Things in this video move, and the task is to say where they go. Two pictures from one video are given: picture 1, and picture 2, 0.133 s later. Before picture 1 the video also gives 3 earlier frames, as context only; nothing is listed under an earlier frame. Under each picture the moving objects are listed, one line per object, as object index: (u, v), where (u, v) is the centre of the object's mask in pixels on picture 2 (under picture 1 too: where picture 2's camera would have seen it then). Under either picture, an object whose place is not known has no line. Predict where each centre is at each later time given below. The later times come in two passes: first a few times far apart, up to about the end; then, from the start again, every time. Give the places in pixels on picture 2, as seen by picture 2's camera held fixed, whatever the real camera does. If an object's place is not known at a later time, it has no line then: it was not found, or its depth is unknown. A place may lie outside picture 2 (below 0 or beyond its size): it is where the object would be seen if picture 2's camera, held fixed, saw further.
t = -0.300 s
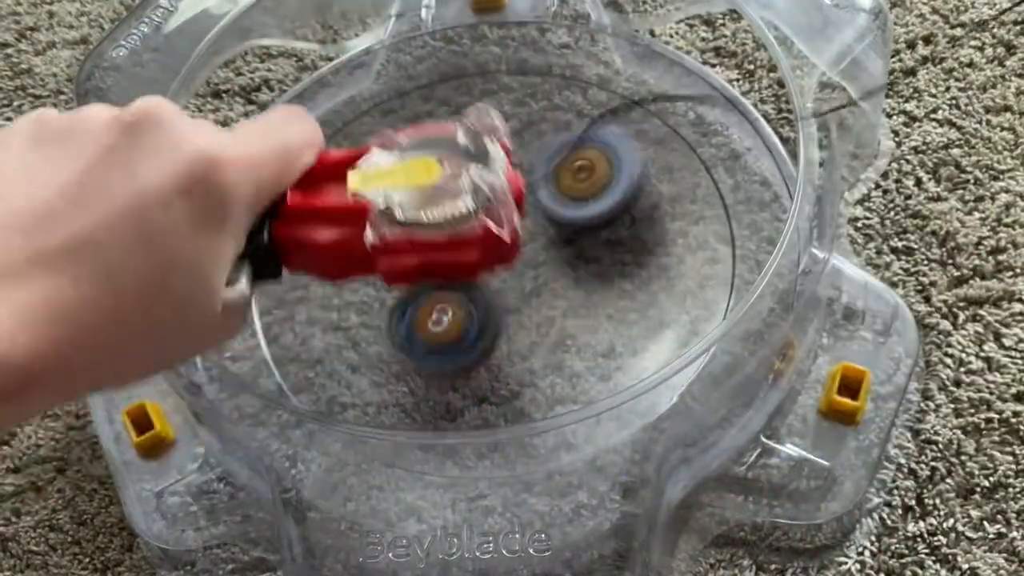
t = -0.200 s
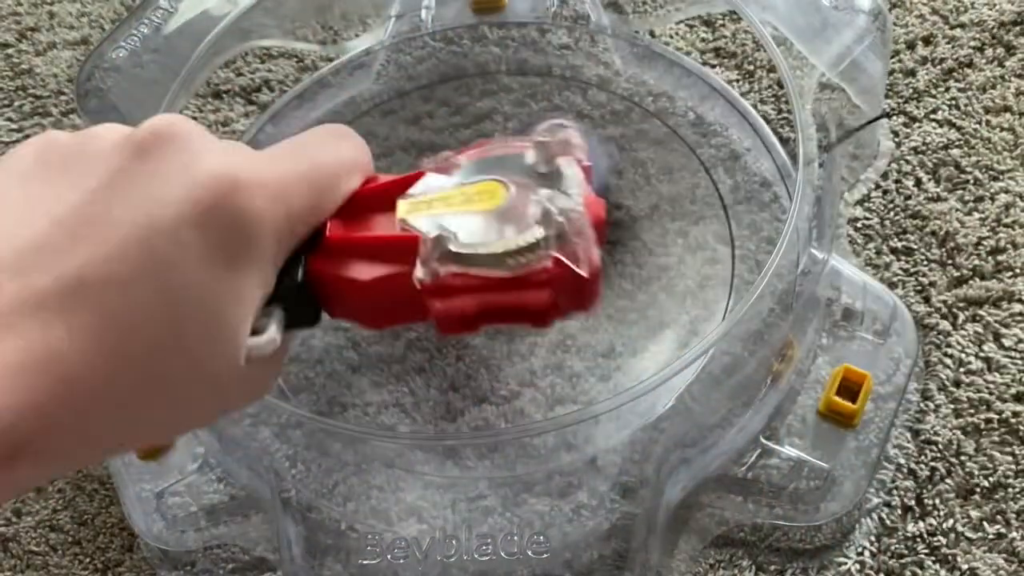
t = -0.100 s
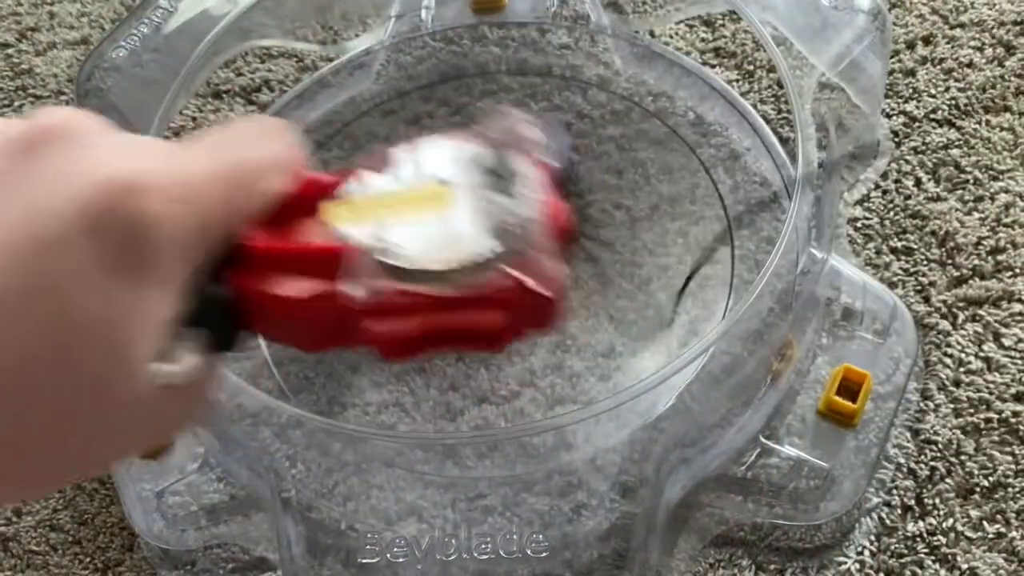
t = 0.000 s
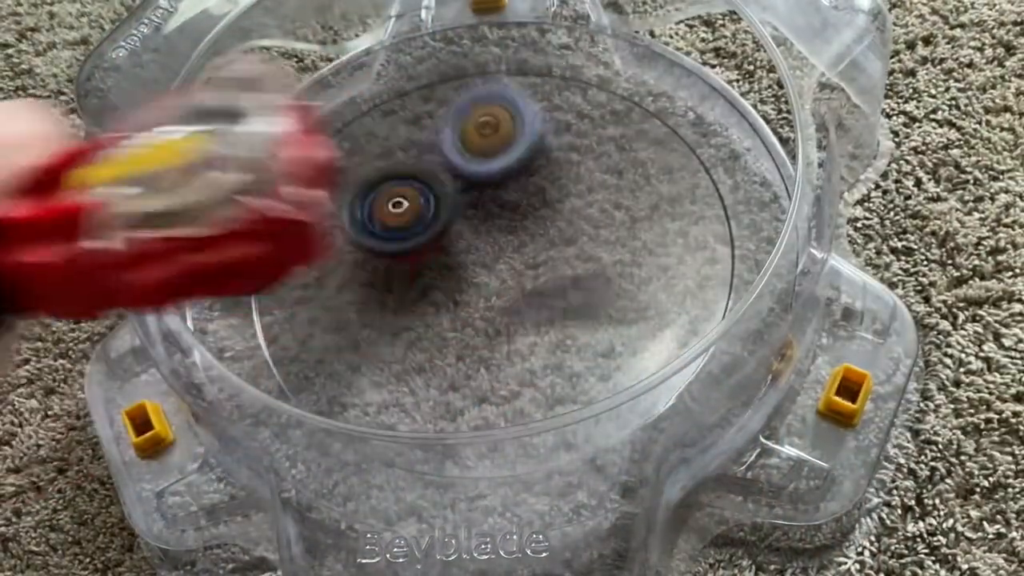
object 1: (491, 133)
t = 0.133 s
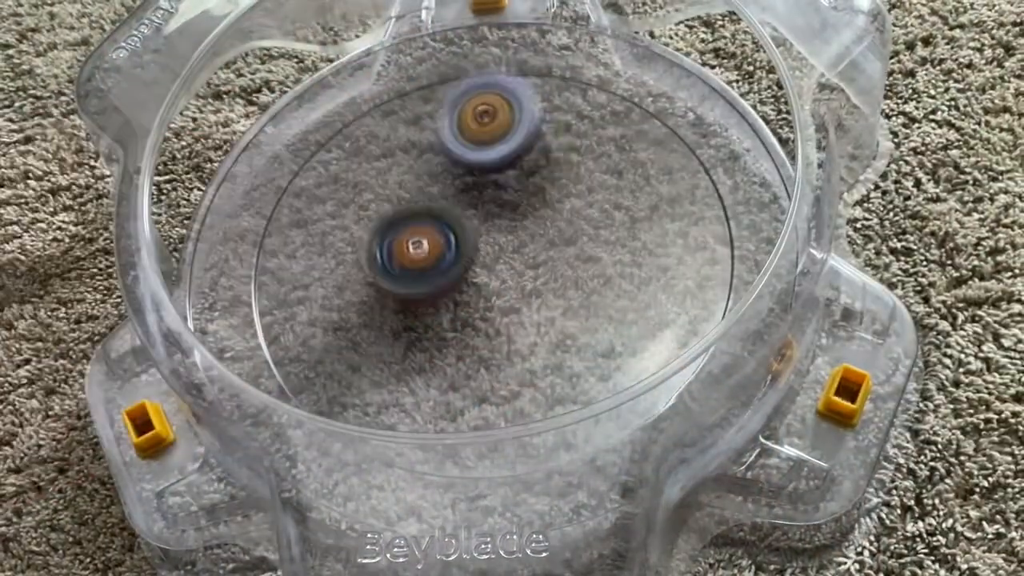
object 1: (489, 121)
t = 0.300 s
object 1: (522, 132)
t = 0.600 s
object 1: (467, 200)
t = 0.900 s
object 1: (449, 301)
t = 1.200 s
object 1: (441, 354)
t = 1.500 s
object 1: (343, 253)
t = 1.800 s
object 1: (584, 232)
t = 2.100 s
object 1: (659, 210)
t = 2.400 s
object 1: (400, 145)
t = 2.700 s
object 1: (450, 200)
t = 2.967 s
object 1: (559, 202)
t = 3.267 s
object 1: (515, 265)
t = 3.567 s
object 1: (458, 156)
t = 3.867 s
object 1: (411, 291)
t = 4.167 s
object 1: (327, 199)
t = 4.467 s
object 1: (318, 225)
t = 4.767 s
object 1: (316, 220)
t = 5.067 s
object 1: (538, 270)
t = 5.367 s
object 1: (506, 403)
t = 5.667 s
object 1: (399, 296)
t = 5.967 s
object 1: (602, 176)
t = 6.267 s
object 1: (667, 273)
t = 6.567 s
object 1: (465, 264)
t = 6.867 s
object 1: (469, 136)
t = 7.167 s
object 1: (565, 146)
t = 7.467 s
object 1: (452, 280)
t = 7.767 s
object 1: (352, 260)
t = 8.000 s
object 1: (386, 196)
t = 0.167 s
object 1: (495, 123)
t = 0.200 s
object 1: (501, 125)
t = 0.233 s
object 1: (511, 127)
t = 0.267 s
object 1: (516, 128)
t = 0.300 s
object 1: (522, 132)
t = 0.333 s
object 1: (526, 137)
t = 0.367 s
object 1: (526, 141)
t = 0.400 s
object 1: (526, 150)
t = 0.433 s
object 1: (523, 157)
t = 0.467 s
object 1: (517, 164)
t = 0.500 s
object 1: (510, 174)
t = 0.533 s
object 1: (497, 184)
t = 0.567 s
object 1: (484, 192)
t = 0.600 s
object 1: (467, 200)
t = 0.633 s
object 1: (448, 204)
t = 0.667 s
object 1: (428, 207)
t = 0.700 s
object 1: (407, 204)
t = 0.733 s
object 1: (390, 201)
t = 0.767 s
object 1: (400, 222)
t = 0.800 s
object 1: (416, 247)
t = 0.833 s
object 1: (431, 273)
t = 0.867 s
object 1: (436, 279)
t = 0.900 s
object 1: (449, 301)
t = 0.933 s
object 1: (458, 319)
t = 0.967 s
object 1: (466, 336)
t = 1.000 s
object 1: (470, 348)
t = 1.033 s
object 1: (471, 354)
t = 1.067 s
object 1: (471, 361)
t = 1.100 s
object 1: (468, 363)
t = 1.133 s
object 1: (461, 364)
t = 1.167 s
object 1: (452, 360)
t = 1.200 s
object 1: (441, 354)
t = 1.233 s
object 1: (428, 349)
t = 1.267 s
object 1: (417, 342)
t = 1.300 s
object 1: (403, 333)
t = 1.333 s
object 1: (388, 324)
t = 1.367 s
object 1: (372, 314)
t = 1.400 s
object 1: (356, 302)
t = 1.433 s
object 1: (347, 289)
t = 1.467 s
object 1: (340, 272)
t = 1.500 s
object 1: (343, 253)
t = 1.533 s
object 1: (354, 234)
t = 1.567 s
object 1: (373, 218)
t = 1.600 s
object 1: (398, 205)
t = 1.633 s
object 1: (429, 195)
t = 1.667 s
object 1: (461, 195)
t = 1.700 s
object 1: (495, 199)
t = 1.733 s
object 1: (528, 207)
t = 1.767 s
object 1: (558, 220)
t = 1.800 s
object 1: (584, 232)
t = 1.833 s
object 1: (606, 249)
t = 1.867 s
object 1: (623, 271)
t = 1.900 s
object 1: (634, 292)
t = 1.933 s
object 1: (639, 313)
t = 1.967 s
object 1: (705, 298)
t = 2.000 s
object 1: (744, 277)
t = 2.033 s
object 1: (718, 252)
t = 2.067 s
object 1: (692, 230)
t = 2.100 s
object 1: (659, 210)
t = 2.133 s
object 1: (624, 193)
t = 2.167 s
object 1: (589, 180)
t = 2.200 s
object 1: (555, 167)
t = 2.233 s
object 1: (520, 157)
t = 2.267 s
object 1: (491, 152)
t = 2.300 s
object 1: (462, 145)
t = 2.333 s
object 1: (437, 143)
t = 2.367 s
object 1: (417, 144)
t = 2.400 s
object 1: (400, 145)
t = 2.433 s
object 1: (390, 147)
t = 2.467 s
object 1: (383, 152)
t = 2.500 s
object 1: (381, 158)
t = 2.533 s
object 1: (384, 166)
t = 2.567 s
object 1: (391, 173)
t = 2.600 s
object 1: (402, 179)
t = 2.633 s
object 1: (417, 190)
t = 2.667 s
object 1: (434, 196)
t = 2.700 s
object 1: (450, 200)
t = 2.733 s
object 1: (469, 206)
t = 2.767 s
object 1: (486, 208)
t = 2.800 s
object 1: (501, 206)
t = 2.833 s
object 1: (516, 203)
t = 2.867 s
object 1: (529, 201)
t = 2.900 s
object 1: (540, 200)
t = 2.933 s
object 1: (550, 199)
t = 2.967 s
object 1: (559, 202)
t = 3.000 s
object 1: (565, 205)
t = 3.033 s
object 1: (569, 213)
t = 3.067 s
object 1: (570, 221)
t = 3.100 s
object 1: (569, 228)
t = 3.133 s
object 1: (563, 238)
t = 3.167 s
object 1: (555, 247)
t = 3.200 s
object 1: (543, 256)
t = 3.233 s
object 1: (530, 260)
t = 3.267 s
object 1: (515, 265)
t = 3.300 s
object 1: (497, 264)
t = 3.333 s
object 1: (480, 259)
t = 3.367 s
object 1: (463, 251)
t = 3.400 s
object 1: (449, 239)
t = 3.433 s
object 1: (440, 224)
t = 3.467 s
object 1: (436, 205)
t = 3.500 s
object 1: (438, 188)
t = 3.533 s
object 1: (445, 171)
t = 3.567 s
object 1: (458, 156)
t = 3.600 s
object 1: (476, 146)
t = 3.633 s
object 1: (485, 153)
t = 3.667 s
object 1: (482, 181)
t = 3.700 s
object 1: (479, 204)
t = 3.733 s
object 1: (473, 225)
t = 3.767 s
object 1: (462, 247)
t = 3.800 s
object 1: (447, 265)
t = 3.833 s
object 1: (431, 280)
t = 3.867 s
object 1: (411, 291)
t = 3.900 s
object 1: (391, 295)
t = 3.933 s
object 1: (372, 297)
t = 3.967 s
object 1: (354, 293)
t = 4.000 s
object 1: (337, 285)
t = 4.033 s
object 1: (322, 273)
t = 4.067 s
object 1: (313, 256)
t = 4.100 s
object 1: (312, 236)
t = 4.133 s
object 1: (314, 217)
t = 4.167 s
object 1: (327, 199)
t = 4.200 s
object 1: (344, 184)
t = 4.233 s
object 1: (368, 171)
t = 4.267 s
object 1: (397, 165)
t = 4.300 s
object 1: (428, 164)
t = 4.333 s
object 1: (460, 165)
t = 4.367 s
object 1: (439, 179)
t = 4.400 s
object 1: (392, 195)
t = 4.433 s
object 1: (352, 212)
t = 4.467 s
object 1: (318, 225)
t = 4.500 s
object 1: (296, 236)
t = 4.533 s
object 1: (280, 247)
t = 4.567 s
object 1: (272, 251)
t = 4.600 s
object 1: (269, 253)
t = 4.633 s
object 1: (270, 252)
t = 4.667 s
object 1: (276, 247)
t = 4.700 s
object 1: (284, 238)
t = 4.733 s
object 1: (299, 229)
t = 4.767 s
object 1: (316, 220)
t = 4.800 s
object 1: (340, 212)
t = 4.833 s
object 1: (366, 209)
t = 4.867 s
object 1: (396, 211)
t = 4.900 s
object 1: (424, 215)
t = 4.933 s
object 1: (453, 222)
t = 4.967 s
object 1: (476, 230)
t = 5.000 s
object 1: (500, 241)
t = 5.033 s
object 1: (520, 255)
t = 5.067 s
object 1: (538, 270)
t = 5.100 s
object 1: (553, 288)
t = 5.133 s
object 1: (563, 304)
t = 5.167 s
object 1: (569, 322)
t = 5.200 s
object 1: (569, 342)
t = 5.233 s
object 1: (564, 355)
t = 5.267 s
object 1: (551, 365)
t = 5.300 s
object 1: (537, 375)
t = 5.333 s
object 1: (523, 393)
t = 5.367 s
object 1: (506, 403)
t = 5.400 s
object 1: (485, 410)
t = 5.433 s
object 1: (461, 413)
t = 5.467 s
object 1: (438, 411)
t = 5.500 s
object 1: (415, 402)
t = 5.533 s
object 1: (399, 382)
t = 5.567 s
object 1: (388, 368)
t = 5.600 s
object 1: (384, 346)
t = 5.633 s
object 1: (390, 321)
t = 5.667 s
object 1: (399, 296)
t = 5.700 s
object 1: (410, 274)
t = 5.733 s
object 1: (427, 253)
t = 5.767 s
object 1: (446, 235)
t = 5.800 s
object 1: (469, 217)
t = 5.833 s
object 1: (494, 203)
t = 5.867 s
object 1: (521, 191)
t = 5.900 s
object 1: (550, 182)
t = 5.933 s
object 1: (578, 178)
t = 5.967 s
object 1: (602, 176)
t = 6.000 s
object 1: (625, 179)
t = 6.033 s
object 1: (643, 185)
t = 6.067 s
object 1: (656, 193)
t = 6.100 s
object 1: (667, 204)
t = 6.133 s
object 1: (674, 215)
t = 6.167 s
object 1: (677, 227)
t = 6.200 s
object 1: (676, 241)
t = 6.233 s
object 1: (674, 257)
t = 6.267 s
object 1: (667, 273)
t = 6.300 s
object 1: (651, 289)
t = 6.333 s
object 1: (631, 303)
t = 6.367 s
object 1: (606, 311)
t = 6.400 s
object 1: (577, 314)
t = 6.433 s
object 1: (548, 311)
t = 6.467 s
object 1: (523, 303)
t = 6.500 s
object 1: (499, 292)
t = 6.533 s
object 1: (480, 280)
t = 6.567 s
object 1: (465, 264)
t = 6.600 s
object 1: (454, 248)
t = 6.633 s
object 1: (447, 231)
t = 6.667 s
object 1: (444, 211)
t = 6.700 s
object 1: (445, 194)
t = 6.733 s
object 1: (448, 180)
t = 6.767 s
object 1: (454, 167)
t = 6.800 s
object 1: (459, 156)
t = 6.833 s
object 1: (463, 146)
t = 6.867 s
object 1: (469, 136)
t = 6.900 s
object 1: (476, 128)
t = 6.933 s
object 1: (485, 121)
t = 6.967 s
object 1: (494, 116)
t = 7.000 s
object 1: (508, 112)
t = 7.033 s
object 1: (520, 109)
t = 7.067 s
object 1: (535, 111)
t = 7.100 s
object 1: (547, 117)
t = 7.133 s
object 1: (558, 129)
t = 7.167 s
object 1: (565, 146)
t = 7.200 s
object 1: (567, 163)
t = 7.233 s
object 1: (565, 183)
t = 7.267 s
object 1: (556, 205)
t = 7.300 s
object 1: (543, 223)
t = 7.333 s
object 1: (526, 238)
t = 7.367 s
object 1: (508, 254)
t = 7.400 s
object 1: (489, 265)
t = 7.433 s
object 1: (468, 275)
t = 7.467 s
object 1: (452, 280)
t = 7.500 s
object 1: (436, 282)
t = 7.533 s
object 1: (424, 284)
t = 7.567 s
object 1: (412, 283)
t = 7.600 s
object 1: (403, 282)
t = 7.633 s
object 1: (392, 279)
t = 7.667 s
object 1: (382, 277)
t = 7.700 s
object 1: (370, 274)
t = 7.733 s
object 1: (359, 268)
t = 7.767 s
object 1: (352, 260)
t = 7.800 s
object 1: (345, 250)
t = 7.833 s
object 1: (343, 240)
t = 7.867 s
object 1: (343, 229)
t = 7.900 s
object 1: (347, 217)
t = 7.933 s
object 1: (357, 207)
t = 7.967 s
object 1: (371, 200)
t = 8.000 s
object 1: (386, 196)
